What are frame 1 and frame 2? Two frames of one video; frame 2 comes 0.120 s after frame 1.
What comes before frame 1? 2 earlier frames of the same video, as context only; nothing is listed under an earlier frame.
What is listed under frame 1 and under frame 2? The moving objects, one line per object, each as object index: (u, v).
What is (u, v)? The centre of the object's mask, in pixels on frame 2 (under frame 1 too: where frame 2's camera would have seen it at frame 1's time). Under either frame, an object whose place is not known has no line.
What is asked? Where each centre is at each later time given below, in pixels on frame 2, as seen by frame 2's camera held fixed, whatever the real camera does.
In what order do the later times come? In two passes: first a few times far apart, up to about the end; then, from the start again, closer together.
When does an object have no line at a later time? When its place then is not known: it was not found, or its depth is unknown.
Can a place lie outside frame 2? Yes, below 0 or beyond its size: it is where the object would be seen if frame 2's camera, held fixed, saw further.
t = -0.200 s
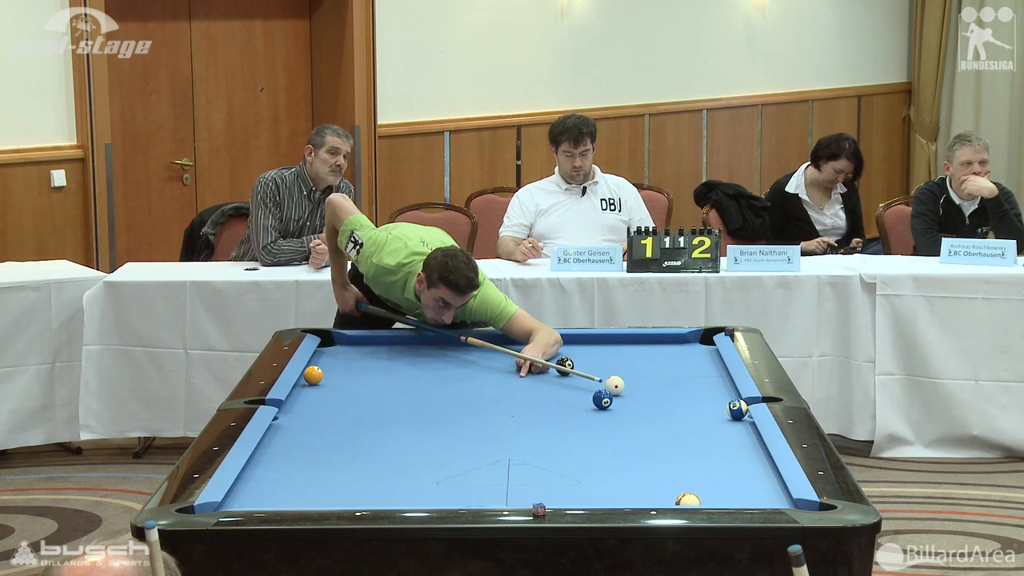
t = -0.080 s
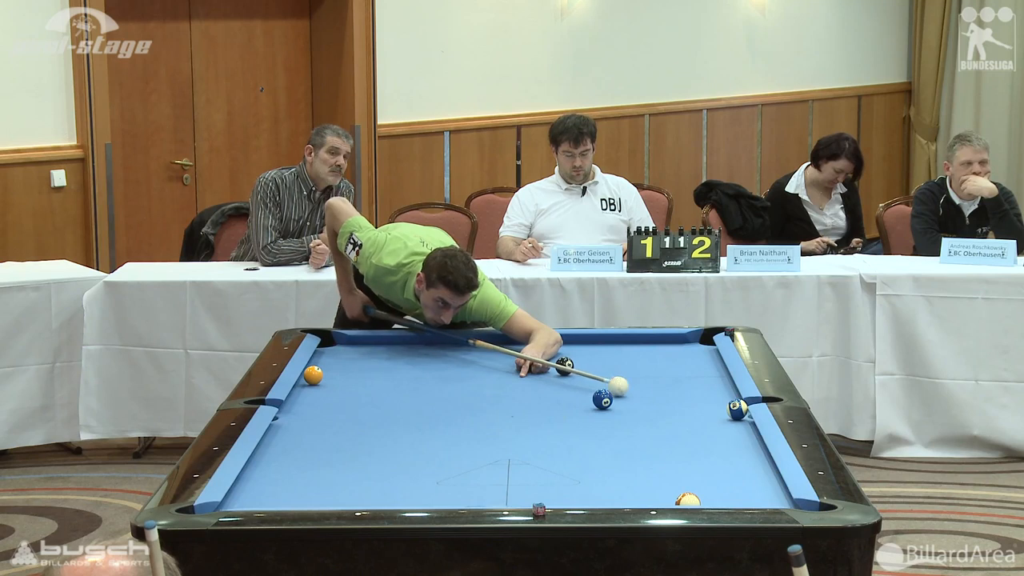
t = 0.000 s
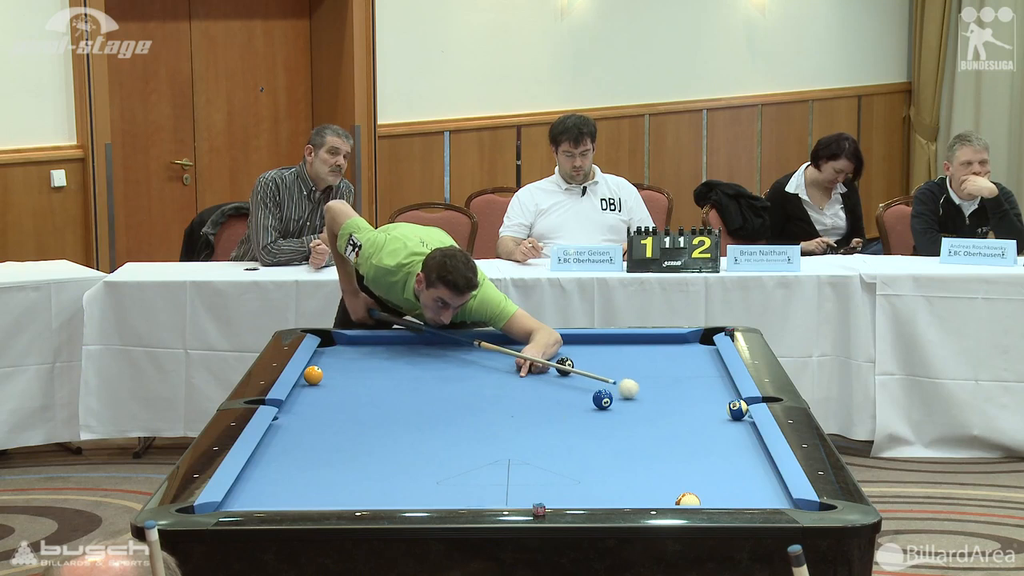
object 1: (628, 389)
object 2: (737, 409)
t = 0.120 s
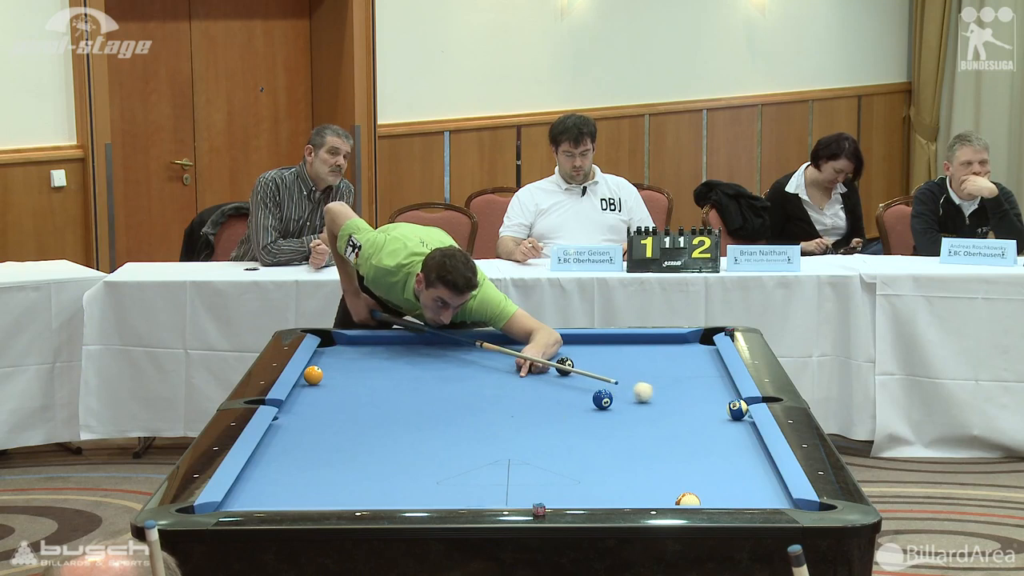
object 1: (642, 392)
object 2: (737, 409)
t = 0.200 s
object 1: (653, 394)
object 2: (737, 409)
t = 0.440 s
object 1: (682, 401)
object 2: (737, 409)
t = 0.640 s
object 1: (707, 408)
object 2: (737, 409)
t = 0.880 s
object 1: (726, 415)
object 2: (737, 406)
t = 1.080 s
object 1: (739, 421)
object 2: (729, 407)
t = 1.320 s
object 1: (741, 427)
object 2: (727, 408)
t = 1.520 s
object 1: (738, 433)
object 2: (725, 408)
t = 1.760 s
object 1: (735, 439)
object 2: (724, 408)
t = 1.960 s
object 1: (732, 444)
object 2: (724, 408)
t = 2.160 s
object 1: (729, 449)
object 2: (724, 408)
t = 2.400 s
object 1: (726, 454)
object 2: (724, 408)
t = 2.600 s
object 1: (723, 458)
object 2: (724, 408)
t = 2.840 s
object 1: (721, 463)
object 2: (724, 408)
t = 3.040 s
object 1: (718, 467)
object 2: (724, 408)
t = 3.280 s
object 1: (716, 471)
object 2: (724, 408)
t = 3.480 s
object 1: (714, 474)
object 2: (724, 408)
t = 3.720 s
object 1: (711, 478)
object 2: (724, 408)
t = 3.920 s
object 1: (709, 481)
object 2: (724, 408)
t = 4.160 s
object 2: (726, 407)
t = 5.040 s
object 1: (696, 488)
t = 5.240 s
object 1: (696, 488)
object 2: (724, 408)
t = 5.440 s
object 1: (694, 488)
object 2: (724, 408)
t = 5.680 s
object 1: (694, 488)
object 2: (724, 408)
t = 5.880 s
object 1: (694, 489)
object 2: (724, 408)
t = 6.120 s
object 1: (694, 489)
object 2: (724, 408)
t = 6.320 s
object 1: (694, 488)
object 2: (724, 408)
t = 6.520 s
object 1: (694, 489)
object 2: (724, 408)
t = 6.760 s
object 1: (694, 489)
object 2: (724, 408)
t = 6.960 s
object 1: (694, 488)
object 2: (724, 408)
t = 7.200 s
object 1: (694, 489)
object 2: (724, 408)
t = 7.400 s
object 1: (694, 488)
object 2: (724, 408)
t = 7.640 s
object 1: (694, 489)
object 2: (724, 408)
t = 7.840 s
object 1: (694, 489)
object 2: (724, 408)
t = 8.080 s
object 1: (694, 489)
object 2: (724, 408)
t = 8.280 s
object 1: (694, 489)
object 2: (724, 408)
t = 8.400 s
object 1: (694, 488)
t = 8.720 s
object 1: (695, 488)
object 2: (724, 408)
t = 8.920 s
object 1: (694, 488)
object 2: (724, 408)
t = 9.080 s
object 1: (695, 489)
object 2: (724, 408)
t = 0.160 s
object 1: (648, 393)
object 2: (737, 409)
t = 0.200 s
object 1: (653, 394)
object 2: (737, 409)
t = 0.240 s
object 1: (658, 395)
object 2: (737, 409)
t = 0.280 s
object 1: (662, 397)
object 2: (737, 409)
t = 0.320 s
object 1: (667, 398)
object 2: (737, 409)
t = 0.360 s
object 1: (672, 399)
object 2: (737, 409)
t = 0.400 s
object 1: (677, 400)
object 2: (737, 409)
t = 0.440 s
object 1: (682, 401)
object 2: (737, 409)
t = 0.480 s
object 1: (687, 402)
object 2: (737, 409)
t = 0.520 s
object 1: (692, 404)
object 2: (737, 409)
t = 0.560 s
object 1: (697, 405)
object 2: (737, 409)
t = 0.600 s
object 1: (702, 406)
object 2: (737, 409)
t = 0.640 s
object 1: (707, 408)
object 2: (737, 409)
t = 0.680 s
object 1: (712, 409)
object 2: (737, 409)
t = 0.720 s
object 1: (716, 410)
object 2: (737, 409)
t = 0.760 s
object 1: (719, 411)
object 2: (737, 409)
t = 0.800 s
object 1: (721, 413)
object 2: (738, 409)
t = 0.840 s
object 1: (724, 414)
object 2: (737, 408)
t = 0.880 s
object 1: (726, 415)
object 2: (737, 406)
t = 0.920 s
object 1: (729, 416)
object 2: (735, 405)
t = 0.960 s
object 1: (731, 417)
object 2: (733, 404)
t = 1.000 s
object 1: (734, 418)
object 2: (731, 405)
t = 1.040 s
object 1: (737, 420)
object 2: (730, 406)
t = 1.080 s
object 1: (739, 421)
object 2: (729, 407)
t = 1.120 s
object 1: (741, 422)
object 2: (729, 408)
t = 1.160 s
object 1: (743, 423)
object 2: (729, 408)
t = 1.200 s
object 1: (743, 424)
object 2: (728, 408)
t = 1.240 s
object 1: (742, 425)
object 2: (728, 408)
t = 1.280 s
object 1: (741, 427)
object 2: (727, 408)
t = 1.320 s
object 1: (741, 427)
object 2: (727, 408)
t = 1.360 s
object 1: (740, 429)
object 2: (726, 408)
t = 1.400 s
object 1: (740, 430)
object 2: (726, 408)
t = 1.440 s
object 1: (739, 431)
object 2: (725, 408)
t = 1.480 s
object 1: (739, 432)
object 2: (725, 408)
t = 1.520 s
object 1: (738, 433)
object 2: (725, 408)
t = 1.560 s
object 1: (737, 434)
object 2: (725, 408)
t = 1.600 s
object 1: (737, 435)
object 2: (725, 408)
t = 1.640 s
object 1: (736, 436)
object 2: (724, 408)
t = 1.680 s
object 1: (736, 437)
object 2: (724, 408)
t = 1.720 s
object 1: (735, 438)
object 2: (724, 408)
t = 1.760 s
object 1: (735, 439)
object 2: (724, 408)
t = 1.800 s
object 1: (734, 440)
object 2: (724, 408)
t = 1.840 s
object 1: (734, 441)
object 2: (724, 408)
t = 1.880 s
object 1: (733, 442)
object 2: (724, 408)
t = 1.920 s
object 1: (733, 443)
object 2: (724, 408)
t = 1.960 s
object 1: (732, 444)
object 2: (724, 408)
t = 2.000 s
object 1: (731, 445)
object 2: (724, 408)
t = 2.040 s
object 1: (731, 446)
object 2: (724, 408)
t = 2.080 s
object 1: (730, 447)
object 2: (724, 408)
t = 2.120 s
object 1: (730, 448)
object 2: (724, 408)
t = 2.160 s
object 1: (729, 449)
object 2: (724, 408)
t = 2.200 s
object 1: (729, 450)
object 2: (724, 408)
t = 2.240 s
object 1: (728, 450)
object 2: (724, 408)
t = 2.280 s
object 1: (728, 451)
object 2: (724, 408)
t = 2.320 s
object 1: (727, 452)
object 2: (724, 408)
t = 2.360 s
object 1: (727, 453)
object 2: (724, 408)
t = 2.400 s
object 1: (726, 454)
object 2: (724, 408)
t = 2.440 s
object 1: (726, 455)
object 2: (724, 408)
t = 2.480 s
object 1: (725, 456)
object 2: (724, 408)
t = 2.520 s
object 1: (725, 457)
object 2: (724, 408)
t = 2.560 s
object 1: (724, 457)
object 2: (724, 408)
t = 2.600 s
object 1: (723, 458)
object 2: (724, 408)
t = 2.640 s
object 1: (723, 459)
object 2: (724, 408)
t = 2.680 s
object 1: (722, 460)
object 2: (724, 408)
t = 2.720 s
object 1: (722, 461)
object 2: (724, 408)
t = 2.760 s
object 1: (722, 462)
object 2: (724, 408)
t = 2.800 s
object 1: (721, 462)
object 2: (724, 408)
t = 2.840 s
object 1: (721, 463)
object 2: (724, 408)
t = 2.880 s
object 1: (720, 464)
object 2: (724, 408)
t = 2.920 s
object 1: (720, 465)
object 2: (724, 408)
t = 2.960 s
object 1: (719, 465)
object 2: (724, 408)
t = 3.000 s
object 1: (719, 466)
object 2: (724, 408)
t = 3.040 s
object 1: (718, 467)
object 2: (724, 408)
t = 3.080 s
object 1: (718, 468)
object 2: (724, 408)
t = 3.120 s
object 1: (718, 468)
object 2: (724, 408)
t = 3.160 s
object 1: (717, 469)
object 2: (724, 408)
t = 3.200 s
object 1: (717, 470)
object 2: (724, 408)
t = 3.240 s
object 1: (717, 471)
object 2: (724, 408)
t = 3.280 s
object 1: (716, 471)
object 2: (724, 408)
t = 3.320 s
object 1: (715, 472)
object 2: (724, 408)
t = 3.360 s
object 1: (715, 473)
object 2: (724, 408)
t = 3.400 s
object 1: (714, 473)
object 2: (724, 408)
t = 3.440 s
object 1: (714, 474)
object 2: (724, 408)
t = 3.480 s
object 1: (714, 474)
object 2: (724, 408)
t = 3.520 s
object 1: (713, 475)
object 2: (724, 408)
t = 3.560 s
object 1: (713, 476)
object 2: (724, 408)
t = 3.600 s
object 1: (712, 476)
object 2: (724, 408)
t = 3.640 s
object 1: (711, 477)
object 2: (724, 408)
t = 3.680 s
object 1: (711, 477)
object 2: (724, 408)
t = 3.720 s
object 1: (711, 478)
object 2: (724, 408)
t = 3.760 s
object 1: (710, 479)
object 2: (724, 408)
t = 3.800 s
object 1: (710, 479)
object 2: (724, 408)
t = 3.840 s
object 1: (709, 480)
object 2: (724, 408)
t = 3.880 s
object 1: (709, 480)
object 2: (724, 408)
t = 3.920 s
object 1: (709, 481)
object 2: (724, 408)
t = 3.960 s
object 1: (708, 481)
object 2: (724, 408)
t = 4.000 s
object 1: (709, 481)
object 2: (724, 408)
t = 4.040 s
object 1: (711, 481)
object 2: (724, 408)
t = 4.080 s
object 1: (714, 478)
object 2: (724, 408)
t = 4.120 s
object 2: (724, 408)
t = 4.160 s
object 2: (726, 407)
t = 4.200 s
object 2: (730, 406)
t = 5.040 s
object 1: (696, 488)
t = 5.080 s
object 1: (696, 488)
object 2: (720, 406)
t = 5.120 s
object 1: (697, 488)
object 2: (724, 408)
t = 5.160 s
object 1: (696, 488)
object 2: (724, 408)
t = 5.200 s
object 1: (696, 488)
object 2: (724, 408)
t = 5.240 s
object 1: (696, 488)
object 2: (724, 408)
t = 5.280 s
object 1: (695, 488)
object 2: (724, 408)
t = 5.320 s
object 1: (695, 488)
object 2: (724, 408)
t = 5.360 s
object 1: (695, 488)
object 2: (724, 408)
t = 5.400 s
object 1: (694, 488)
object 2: (724, 408)
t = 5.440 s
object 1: (694, 488)
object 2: (724, 408)
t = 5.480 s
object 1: (694, 488)
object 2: (724, 408)
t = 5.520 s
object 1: (694, 488)
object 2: (724, 408)
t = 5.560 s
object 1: (694, 488)
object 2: (724, 408)
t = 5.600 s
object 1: (694, 489)
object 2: (724, 408)
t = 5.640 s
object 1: (694, 489)
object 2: (724, 408)
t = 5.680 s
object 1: (694, 488)
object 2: (724, 408)
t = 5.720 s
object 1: (694, 488)
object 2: (724, 408)
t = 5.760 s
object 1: (694, 489)
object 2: (724, 408)
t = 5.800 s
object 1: (694, 488)
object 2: (724, 408)
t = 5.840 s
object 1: (694, 488)
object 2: (724, 408)
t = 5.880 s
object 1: (694, 489)
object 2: (724, 408)
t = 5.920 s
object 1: (694, 489)
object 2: (724, 408)
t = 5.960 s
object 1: (694, 488)
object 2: (724, 408)
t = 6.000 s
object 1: (694, 488)
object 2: (724, 408)
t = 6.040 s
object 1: (694, 489)
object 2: (724, 408)
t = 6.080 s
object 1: (694, 488)
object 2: (724, 408)
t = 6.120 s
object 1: (694, 489)
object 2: (724, 408)
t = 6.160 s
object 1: (694, 489)
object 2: (724, 408)
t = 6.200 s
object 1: (694, 488)
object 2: (724, 408)
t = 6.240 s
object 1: (694, 488)
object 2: (724, 408)
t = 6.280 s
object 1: (694, 488)
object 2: (724, 408)
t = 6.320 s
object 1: (694, 488)
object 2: (724, 408)
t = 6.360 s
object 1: (694, 489)
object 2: (724, 408)
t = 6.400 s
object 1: (694, 488)
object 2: (724, 408)
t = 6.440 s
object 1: (694, 489)
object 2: (724, 408)
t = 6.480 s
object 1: (694, 489)
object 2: (724, 408)
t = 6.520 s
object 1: (694, 489)
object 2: (724, 408)
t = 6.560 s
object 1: (694, 488)
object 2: (724, 408)
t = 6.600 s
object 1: (694, 489)
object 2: (724, 408)
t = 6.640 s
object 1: (694, 489)
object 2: (724, 408)
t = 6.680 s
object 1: (694, 489)
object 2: (724, 408)
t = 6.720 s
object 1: (694, 489)
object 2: (724, 408)
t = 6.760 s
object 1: (694, 489)
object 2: (724, 408)
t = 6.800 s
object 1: (694, 489)
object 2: (724, 408)
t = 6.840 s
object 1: (694, 488)
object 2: (724, 408)
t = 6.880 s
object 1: (694, 489)
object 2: (724, 408)
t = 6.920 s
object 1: (694, 489)
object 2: (724, 408)
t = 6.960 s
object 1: (694, 488)
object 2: (724, 408)
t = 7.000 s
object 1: (694, 489)
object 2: (724, 408)
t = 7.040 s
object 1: (694, 489)
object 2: (724, 408)
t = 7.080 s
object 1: (694, 489)
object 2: (724, 408)
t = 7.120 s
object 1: (694, 489)
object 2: (724, 408)
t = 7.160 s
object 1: (694, 489)
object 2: (724, 408)
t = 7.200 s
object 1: (694, 489)
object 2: (724, 408)
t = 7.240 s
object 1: (694, 488)
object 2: (724, 408)
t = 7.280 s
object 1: (694, 489)
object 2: (724, 408)
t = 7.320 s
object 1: (694, 489)
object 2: (724, 408)
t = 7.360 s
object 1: (694, 489)
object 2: (724, 408)
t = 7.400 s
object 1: (694, 488)
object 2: (724, 408)
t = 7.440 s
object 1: (694, 489)
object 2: (724, 408)
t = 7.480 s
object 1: (694, 489)
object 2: (724, 408)
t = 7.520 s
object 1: (694, 489)
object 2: (724, 408)
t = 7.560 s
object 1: (694, 489)
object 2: (724, 408)
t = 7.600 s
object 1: (694, 489)
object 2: (724, 408)
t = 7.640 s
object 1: (694, 489)
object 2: (724, 408)
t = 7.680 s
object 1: (694, 489)
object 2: (724, 408)
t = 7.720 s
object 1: (694, 489)
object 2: (724, 408)
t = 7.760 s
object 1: (694, 489)
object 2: (724, 408)
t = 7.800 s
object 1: (694, 489)
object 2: (724, 408)
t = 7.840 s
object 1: (694, 489)
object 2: (724, 408)
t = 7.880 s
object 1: (694, 489)
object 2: (724, 408)
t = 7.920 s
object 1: (694, 489)
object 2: (724, 408)
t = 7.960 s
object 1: (694, 489)
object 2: (724, 408)
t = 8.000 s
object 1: (694, 489)
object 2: (724, 408)
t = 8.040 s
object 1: (694, 489)
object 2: (724, 408)
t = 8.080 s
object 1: (694, 489)
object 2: (724, 408)
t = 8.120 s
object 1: (694, 488)
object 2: (724, 408)
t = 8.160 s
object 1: (694, 489)
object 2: (724, 408)
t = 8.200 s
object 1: (694, 489)
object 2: (724, 408)
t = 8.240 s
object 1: (694, 489)
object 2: (724, 408)
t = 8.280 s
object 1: (694, 489)
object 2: (724, 408)
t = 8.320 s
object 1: (688, 487)
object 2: (719, 408)
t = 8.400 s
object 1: (694, 488)
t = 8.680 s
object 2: (726, 407)
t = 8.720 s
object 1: (695, 488)
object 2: (724, 408)
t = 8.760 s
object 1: (694, 488)
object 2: (724, 408)
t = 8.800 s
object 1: (694, 489)
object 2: (724, 408)
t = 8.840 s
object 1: (694, 489)
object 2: (724, 408)
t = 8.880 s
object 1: (694, 489)
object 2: (724, 408)
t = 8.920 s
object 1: (694, 488)
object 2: (724, 408)
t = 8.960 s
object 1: (695, 488)
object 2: (724, 408)
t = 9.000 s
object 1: (694, 488)
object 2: (724, 408)
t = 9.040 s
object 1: (694, 489)
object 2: (724, 408)
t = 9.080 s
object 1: (695, 489)
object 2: (724, 408)
